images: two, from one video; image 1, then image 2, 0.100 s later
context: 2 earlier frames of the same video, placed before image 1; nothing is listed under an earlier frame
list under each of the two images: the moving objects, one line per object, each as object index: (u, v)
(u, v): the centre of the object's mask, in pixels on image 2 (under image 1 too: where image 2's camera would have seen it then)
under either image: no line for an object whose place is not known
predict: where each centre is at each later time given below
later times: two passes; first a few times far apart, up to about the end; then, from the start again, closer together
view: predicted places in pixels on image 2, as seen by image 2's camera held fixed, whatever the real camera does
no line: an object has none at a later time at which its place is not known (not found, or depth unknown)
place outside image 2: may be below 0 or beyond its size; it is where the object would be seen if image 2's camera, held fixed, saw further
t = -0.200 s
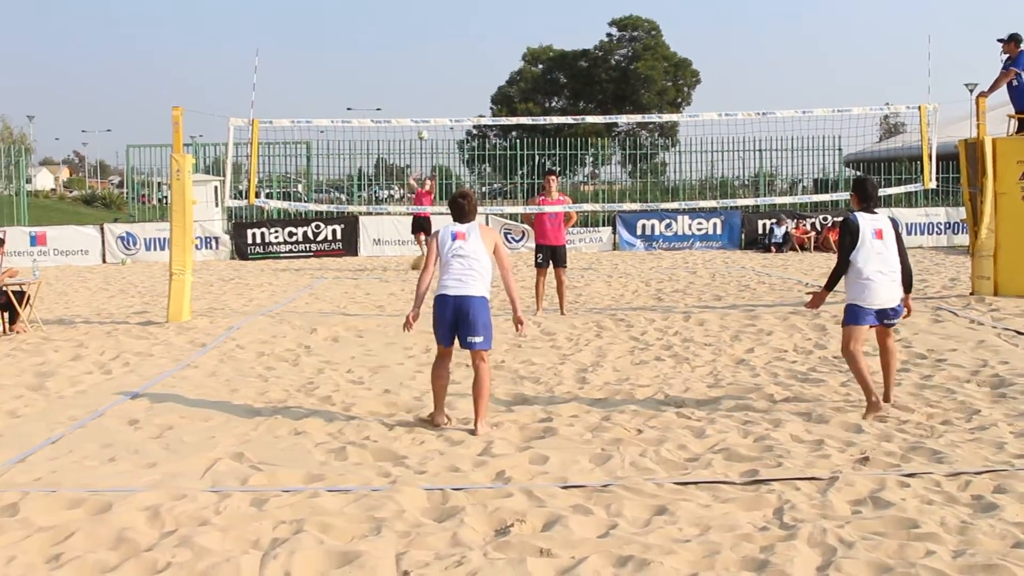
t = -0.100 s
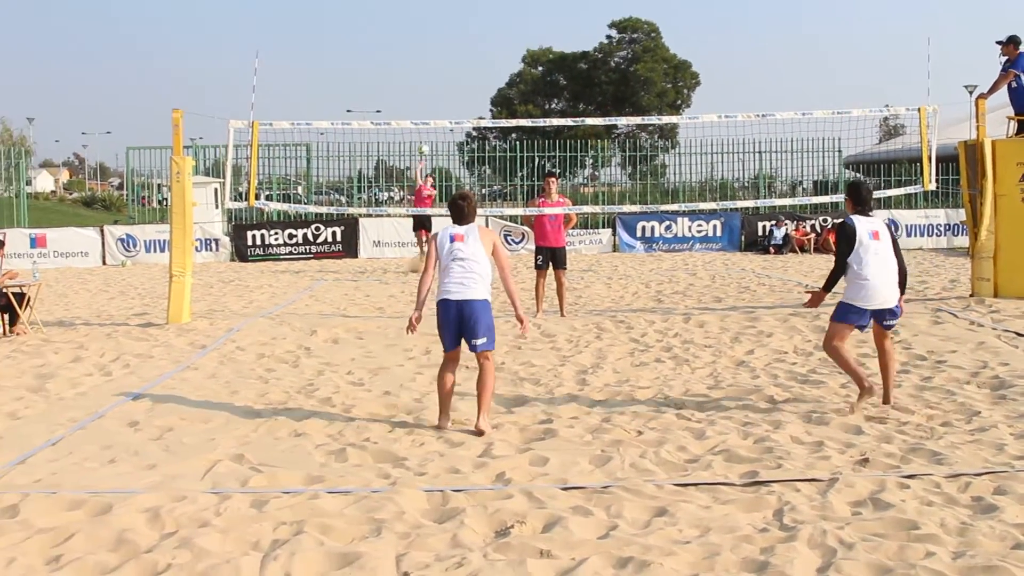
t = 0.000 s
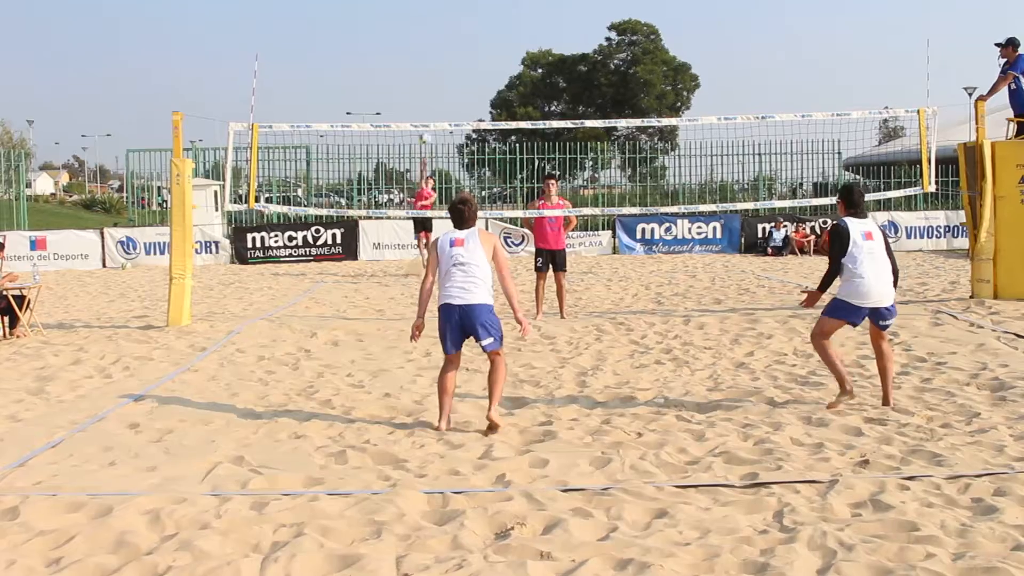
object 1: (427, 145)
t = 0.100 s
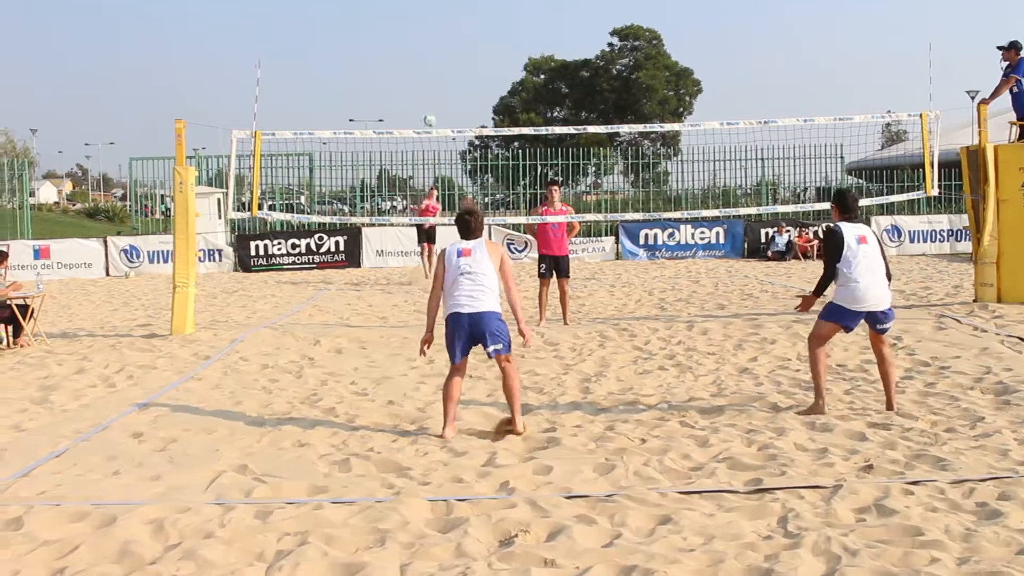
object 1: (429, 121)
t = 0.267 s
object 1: (431, 88)
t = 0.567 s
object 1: (432, 70)
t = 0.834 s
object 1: (434, 120)
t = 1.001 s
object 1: (440, 208)
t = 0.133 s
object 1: (430, 114)
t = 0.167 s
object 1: (429, 107)
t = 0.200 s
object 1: (431, 100)
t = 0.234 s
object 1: (431, 94)
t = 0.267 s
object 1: (431, 88)
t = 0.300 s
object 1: (431, 84)
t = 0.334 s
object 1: (431, 80)
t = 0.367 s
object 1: (431, 76)
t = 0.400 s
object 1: (431, 73)
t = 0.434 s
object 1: (431, 71)
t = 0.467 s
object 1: (432, 70)
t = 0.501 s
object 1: (432, 69)
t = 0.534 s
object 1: (432, 69)
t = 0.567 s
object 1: (432, 70)
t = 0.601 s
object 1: (433, 71)
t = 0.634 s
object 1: (433, 74)
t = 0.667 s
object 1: (433, 77)
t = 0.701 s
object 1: (433, 84)
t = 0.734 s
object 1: (433, 90)
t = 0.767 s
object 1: (433, 99)
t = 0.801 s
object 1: (433, 109)
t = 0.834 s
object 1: (434, 120)
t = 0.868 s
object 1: (434, 134)
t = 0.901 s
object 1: (436, 149)
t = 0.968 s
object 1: (438, 187)
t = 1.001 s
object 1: (440, 208)
